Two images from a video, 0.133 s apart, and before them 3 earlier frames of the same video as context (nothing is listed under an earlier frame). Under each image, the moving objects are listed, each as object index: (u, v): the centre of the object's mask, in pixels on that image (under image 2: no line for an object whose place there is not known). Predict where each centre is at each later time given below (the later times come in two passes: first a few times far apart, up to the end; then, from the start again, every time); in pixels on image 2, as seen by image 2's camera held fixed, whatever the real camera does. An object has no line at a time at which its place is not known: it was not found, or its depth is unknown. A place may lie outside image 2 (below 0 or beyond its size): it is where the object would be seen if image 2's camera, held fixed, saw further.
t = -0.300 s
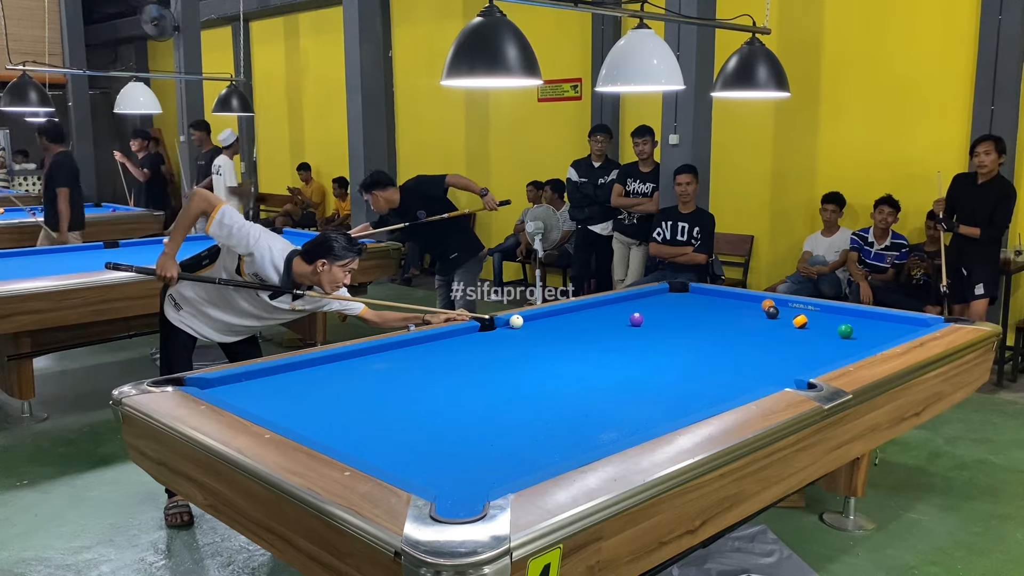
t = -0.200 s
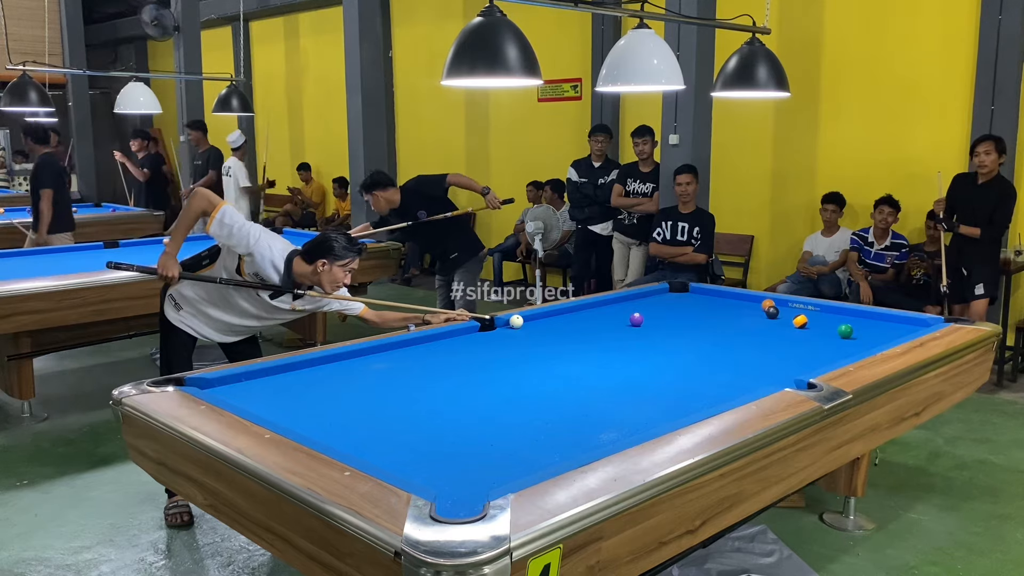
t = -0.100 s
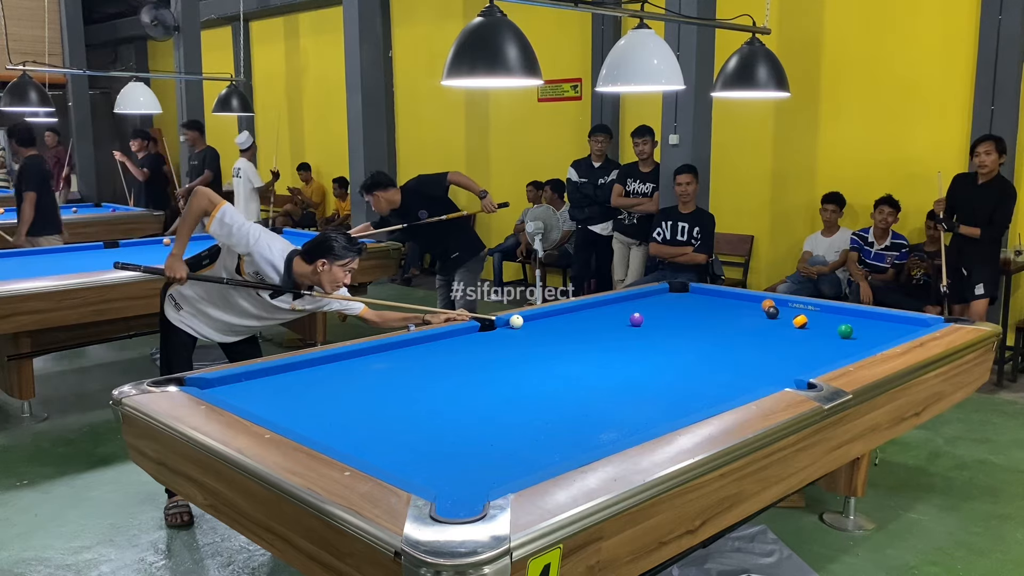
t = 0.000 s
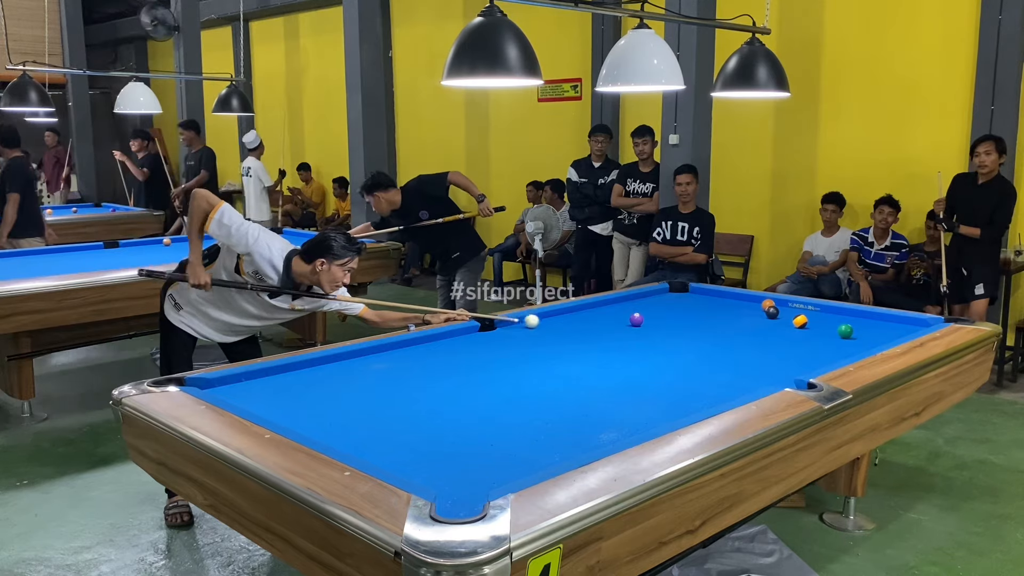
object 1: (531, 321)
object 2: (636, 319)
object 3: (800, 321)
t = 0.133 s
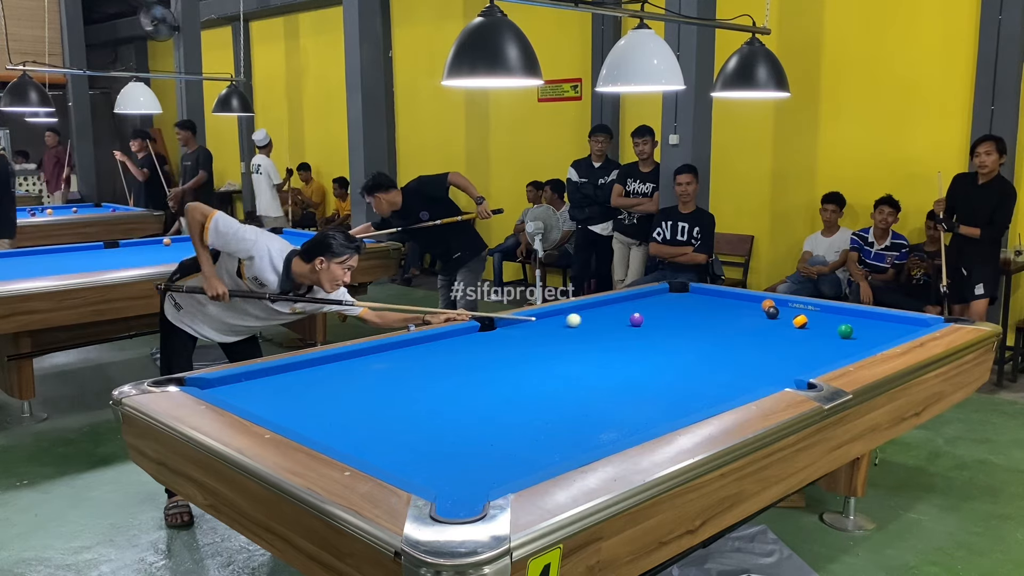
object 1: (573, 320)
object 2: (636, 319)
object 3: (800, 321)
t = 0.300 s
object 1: (622, 319)
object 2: (636, 319)
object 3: (800, 321)
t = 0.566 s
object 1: (637, 318)
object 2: (693, 320)
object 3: (800, 321)
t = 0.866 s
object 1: (656, 316)
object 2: (750, 321)
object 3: (800, 321)
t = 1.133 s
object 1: (670, 314)
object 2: (788, 320)
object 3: (812, 322)
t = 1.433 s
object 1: (685, 313)
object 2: (799, 321)
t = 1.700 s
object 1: (696, 311)
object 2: (808, 320)
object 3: (879, 323)
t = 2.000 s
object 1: (707, 310)
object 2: (816, 319)
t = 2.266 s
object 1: (715, 309)
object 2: (820, 320)
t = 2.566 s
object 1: (723, 309)
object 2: (823, 319)
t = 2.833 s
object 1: (728, 308)
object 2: (823, 319)
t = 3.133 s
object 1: (732, 307)
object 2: (823, 319)
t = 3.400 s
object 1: (734, 307)
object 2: (823, 319)
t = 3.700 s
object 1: (735, 307)
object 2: (823, 319)
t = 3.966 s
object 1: (735, 307)
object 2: (823, 319)
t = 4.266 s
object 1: (735, 307)
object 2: (823, 319)
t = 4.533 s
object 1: (735, 307)
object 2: (823, 319)
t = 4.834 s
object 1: (735, 307)
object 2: (823, 319)
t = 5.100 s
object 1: (735, 307)
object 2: (823, 319)
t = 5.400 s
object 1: (735, 307)
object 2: (823, 319)
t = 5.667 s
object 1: (735, 307)
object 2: (823, 319)
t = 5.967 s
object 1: (735, 307)
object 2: (823, 319)
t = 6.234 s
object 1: (735, 307)
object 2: (823, 319)
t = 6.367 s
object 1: (735, 307)
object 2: (823, 319)
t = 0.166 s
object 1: (583, 320)
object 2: (636, 319)
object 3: (800, 321)
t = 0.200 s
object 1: (593, 320)
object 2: (636, 319)
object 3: (800, 321)
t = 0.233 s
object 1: (603, 320)
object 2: (636, 319)
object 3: (800, 321)
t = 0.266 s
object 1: (612, 319)
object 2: (636, 319)
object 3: (800, 321)
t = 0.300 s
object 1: (622, 319)
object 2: (636, 319)
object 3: (800, 321)
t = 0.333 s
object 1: (622, 319)
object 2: (645, 319)
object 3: (800, 321)
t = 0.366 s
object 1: (624, 319)
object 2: (654, 319)
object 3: (800, 321)
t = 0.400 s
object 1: (626, 319)
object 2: (661, 320)
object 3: (800, 321)
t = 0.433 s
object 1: (628, 318)
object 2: (667, 320)
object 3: (800, 321)
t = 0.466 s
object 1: (630, 318)
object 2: (674, 320)
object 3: (800, 321)
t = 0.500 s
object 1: (633, 318)
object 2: (680, 320)
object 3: (800, 321)
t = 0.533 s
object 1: (635, 318)
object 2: (687, 320)
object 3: (800, 321)
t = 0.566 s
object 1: (637, 318)
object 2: (693, 320)
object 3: (800, 321)
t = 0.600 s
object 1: (639, 317)
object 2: (700, 320)
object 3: (800, 321)
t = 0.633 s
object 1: (642, 317)
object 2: (706, 320)
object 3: (800, 321)
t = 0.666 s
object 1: (644, 317)
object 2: (713, 320)
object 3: (800, 321)
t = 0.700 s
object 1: (646, 317)
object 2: (719, 320)
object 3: (800, 321)
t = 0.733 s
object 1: (648, 316)
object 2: (725, 320)
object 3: (800, 321)
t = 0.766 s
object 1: (650, 316)
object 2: (732, 321)
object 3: (800, 321)
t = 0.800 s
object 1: (652, 316)
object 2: (737, 321)
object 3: (800, 321)
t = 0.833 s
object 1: (654, 316)
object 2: (744, 320)
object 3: (800, 321)
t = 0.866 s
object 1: (656, 316)
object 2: (750, 321)
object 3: (800, 321)
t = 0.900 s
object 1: (658, 315)
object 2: (756, 321)
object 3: (800, 321)
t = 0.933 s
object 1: (660, 315)
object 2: (763, 321)
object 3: (800, 321)
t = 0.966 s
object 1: (661, 315)
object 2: (769, 321)
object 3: (800, 321)
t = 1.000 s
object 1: (663, 315)
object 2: (775, 321)
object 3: (800, 321)
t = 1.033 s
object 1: (665, 315)
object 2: (781, 321)
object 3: (800, 321)
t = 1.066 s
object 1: (667, 314)
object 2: (786, 321)
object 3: (802, 321)
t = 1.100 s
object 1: (669, 314)
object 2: (786, 321)
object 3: (807, 322)
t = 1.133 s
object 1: (670, 314)
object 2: (788, 320)
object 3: (812, 322)
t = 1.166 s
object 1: (672, 314)
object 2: (790, 321)
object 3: (816, 322)
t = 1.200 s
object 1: (674, 314)
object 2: (791, 321)
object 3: (820, 322)
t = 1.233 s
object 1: (676, 314)
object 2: (792, 321)
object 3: (824, 322)
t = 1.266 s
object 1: (677, 313)
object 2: (793, 321)
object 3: (829, 322)
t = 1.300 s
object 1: (679, 313)
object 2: (795, 321)
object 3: (832, 322)
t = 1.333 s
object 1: (680, 313)
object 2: (796, 321)
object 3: (836, 322)
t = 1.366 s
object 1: (682, 313)
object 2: (797, 321)
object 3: (839, 321)
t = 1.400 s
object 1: (684, 313)
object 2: (798, 321)
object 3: (843, 321)
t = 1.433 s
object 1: (685, 313)
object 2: (799, 321)
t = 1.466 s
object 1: (687, 312)
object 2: (801, 320)
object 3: (853, 322)
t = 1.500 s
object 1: (688, 312)
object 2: (802, 320)
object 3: (856, 323)
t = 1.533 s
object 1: (689, 312)
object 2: (803, 320)
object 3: (859, 323)
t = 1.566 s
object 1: (691, 312)
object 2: (804, 320)
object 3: (864, 323)
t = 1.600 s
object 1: (692, 312)
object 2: (805, 320)
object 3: (867, 323)
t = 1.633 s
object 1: (694, 312)
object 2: (806, 320)
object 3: (871, 323)
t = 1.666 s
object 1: (695, 312)
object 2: (807, 320)
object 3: (875, 323)
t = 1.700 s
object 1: (696, 311)
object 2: (808, 320)
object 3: (879, 323)
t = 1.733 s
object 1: (698, 311)
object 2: (809, 320)
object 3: (882, 324)
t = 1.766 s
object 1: (699, 311)
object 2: (810, 320)
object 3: (885, 324)
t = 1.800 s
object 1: (700, 311)
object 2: (811, 320)
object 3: (889, 324)
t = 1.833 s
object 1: (701, 311)
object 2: (812, 320)
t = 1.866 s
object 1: (703, 311)
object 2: (812, 320)
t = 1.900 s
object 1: (704, 311)
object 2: (813, 320)
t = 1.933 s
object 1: (705, 310)
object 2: (814, 320)
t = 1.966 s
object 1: (706, 310)
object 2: (815, 320)
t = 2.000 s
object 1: (707, 310)
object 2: (816, 319)
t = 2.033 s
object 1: (708, 310)
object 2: (816, 319)
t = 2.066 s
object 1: (709, 310)
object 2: (817, 320)
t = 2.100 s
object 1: (710, 310)
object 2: (818, 319)
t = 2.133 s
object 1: (711, 310)
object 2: (818, 319)
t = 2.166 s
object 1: (712, 310)
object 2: (819, 319)
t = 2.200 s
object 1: (713, 309)
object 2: (819, 319)
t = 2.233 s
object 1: (714, 309)
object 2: (820, 319)
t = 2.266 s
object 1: (715, 309)
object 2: (820, 320)
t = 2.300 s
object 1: (716, 309)
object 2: (820, 319)
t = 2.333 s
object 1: (717, 309)
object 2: (821, 319)
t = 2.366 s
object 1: (718, 309)
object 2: (821, 320)
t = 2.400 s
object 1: (719, 309)
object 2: (821, 319)
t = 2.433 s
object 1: (720, 309)
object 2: (822, 319)
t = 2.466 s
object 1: (720, 309)
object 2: (822, 319)
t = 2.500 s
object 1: (721, 309)
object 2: (823, 319)
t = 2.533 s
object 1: (722, 309)
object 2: (823, 319)
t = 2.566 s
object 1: (723, 309)
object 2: (823, 319)
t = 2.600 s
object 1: (723, 308)
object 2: (823, 319)
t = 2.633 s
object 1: (724, 308)
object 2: (823, 319)
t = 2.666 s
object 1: (725, 308)
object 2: (823, 319)
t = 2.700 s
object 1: (726, 308)
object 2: (823, 319)
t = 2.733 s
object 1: (726, 308)
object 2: (823, 319)
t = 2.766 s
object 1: (727, 308)
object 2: (823, 319)
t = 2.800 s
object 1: (727, 308)
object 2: (823, 319)
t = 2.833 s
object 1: (728, 308)
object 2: (823, 319)
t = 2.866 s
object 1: (728, 308)
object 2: (823, 319)
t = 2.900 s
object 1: (729, 308)
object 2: (823, 319)
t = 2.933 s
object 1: (729, 308)
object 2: (823, 319)
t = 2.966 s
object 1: (730, 308)
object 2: (823, 319)
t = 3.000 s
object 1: (730, 308)
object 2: (823, 319)
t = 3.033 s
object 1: (731, 308)
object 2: (823, 319)
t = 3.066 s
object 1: (732, 307)
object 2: (823, 319)
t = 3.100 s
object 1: (732, 308)
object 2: (823, 319)
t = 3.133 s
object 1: (732, 307)
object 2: (823, 319)
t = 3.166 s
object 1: (733, 307)
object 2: (823, 319)
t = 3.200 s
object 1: (733, 307)
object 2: (823, 319)
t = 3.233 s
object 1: (733, 307)
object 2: (823, 319)
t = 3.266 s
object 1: (733, 307)
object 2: (823, 319)
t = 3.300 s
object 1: (734, 307)
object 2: (823, 319)
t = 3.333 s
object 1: (734, 307)
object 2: (823, 319)
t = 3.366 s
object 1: (734, 307)
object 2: (823, 319)
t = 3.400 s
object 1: (734, 307)
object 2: (823, 319)
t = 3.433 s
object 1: (734, 307)
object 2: (823, 319)
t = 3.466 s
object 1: (735, 307)
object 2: (823, 319)
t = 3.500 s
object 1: (735, 307)
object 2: (823, 319)
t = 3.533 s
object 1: (735, 307)
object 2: (823, 319)
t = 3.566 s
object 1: (735, 307)
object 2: (823, 319)
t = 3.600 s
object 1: (735, 307)
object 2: (823, 319)
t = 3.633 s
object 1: (735, 307)
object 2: (823, 319)
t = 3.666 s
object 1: (735, 307)
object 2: (823, 319)
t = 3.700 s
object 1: (735, 307)
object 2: (823, 319)
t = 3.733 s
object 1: (735, 307)
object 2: (823, 319)
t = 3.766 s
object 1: (735, 307)
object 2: (823, 319)
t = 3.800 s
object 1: (735, 307)
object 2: (823, 319)
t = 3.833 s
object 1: (735, 307)
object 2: (823, 319)
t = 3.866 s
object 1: (735, 307)
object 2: (823, 319)
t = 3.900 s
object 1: (735, 307)
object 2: (823, 319)
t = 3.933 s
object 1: (735, 307)
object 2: (823, 319)
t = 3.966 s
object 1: (735, 307)
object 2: (823, 319)
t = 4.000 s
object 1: (735, 307)
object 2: (823, 319)
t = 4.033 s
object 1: (735, 307)
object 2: (823, 319)
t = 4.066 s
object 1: (735, 307)
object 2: (823, 319)
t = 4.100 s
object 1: (735, 307)
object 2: (823, 319)
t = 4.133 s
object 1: (735, 307)
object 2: (823, 319)
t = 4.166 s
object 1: (735, 307)
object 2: (823, 319)
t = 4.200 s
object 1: (735, 307)
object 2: (823, 319)
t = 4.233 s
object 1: (735, 307)
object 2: (823, 319)
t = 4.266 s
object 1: (735, 307)
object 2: (823, 319)
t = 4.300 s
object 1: (735, 307)
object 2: (823, 319)
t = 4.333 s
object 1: (735, 307)
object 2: (823, 319)
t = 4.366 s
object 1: (735, 307)
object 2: (823, 319)
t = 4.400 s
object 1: (735, 307)
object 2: (823, 319)
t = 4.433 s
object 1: (735, 307)
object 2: (823, 319)
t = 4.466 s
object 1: (735, 307)
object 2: (823, 319)
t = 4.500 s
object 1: (735, 307)
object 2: (823, 319)
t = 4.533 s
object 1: (735, 307)
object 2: (823, 319)
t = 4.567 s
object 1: (735, 307)
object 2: (823, 319)
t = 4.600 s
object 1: (735, 307)
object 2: (823, 319)
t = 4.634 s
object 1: (735, 307)
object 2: (823, 319)
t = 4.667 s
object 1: (735, 307)
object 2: (823, 319)
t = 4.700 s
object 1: (735, 307)
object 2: (822, 319)
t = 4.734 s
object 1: (735, 307)
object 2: (822, 319)
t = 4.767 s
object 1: (735, 307)
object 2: (822, 319)
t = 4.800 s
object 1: (735, 307)
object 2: (823, 319)
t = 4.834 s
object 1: (735, 307)
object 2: (823, 319)
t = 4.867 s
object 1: (735, 307)
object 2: (823, 319)
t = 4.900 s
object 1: (735, 307)
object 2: (823, 319)
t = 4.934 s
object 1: (735, 307)
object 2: (823, 319)
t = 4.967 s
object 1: (735, 307)
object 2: (823, 319)
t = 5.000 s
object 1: (735, 307)
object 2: (823, 319)
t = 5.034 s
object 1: (735, 307)
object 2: (823, 319)
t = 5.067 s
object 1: (735, 307)
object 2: (823, 319)
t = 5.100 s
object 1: (735, 307)
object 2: (823, 319)
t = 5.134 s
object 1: (735, 307)
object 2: (823, 319)
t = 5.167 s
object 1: (735, 307)
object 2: (823, 319)
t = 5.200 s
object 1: (735, 307)
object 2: (823, 319)
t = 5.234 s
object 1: (735, 307)
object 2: (823, 319)
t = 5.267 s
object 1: (735, 307)
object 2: (823, 319)
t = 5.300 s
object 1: (735, 307)
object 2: (823, 319)
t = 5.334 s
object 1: (735, 307)
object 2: (823, 319)
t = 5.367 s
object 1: (735, 307)
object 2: (823, 319)
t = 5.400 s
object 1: (735, 307)
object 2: (823, 319)
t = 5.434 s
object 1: (735, 307)
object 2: (823, 319)
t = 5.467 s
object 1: (735, 307)
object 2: (823, 319)
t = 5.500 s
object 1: (735, 307)
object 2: (823, 319)
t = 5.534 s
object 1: (735, 307)
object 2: (823, 319)
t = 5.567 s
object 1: (735, 307)
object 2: (823, 319)
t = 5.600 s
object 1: (735, 307)
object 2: (823, 319)
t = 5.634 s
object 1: (735, 307)
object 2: (823, 319)
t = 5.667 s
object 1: (735, 307)
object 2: (823, 319)
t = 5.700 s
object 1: (735, 307)
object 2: (823, 319)
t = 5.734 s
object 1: (735, 307)
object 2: (823, 319)
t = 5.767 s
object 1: (735, 307)
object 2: (823, 319)
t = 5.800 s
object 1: (735, 307)
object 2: (823, 319)
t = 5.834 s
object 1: (735, 307)
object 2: (823, 319)
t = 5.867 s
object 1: (735, 307)
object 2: (823, 319)
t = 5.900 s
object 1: (735, 307)
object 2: (823, 319)
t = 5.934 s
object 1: (735, 307)
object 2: (823, 319)
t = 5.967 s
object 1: (735, 307)
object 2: (823, 319)
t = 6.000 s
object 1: (735, 307)
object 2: (823, 319)
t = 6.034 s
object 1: (735, 307)
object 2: (823, 319)
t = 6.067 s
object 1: (735, 307)
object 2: (823, 319)
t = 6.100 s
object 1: (735, 307)
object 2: (823, 319)
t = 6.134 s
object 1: (735, 307)
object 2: (823, 319)
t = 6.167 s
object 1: (735, 307)
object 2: (823, 319)
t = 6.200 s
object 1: (735, 307)
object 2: (823, 319)
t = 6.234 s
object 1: (735, 307)
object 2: (823, 319)
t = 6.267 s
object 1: (735, 307)
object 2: (823, 319)
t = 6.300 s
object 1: (735, 307)
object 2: (823, 319)
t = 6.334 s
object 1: (735, 307)
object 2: (823, 319)
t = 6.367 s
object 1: (735, 307)
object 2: (823, 319)
